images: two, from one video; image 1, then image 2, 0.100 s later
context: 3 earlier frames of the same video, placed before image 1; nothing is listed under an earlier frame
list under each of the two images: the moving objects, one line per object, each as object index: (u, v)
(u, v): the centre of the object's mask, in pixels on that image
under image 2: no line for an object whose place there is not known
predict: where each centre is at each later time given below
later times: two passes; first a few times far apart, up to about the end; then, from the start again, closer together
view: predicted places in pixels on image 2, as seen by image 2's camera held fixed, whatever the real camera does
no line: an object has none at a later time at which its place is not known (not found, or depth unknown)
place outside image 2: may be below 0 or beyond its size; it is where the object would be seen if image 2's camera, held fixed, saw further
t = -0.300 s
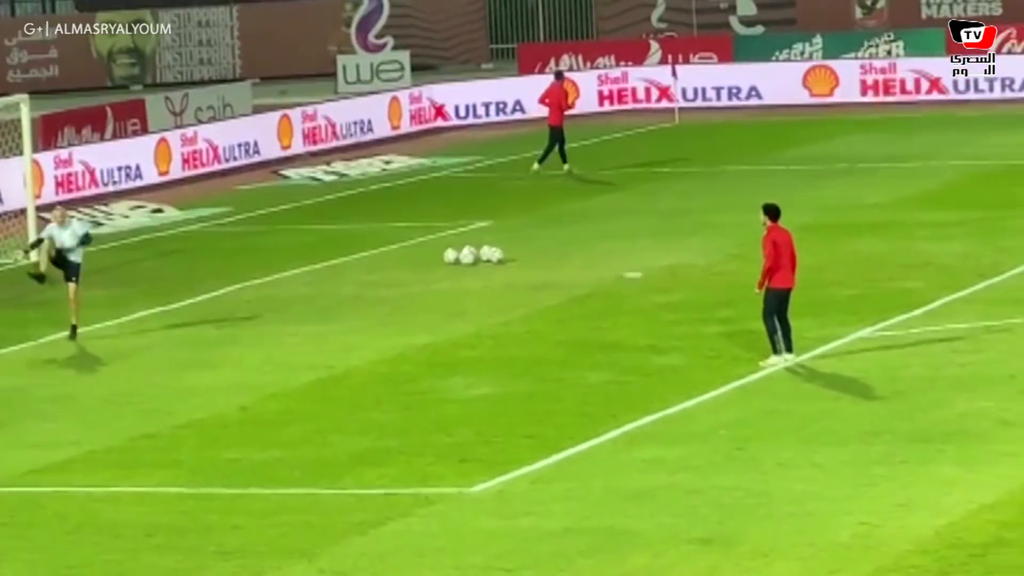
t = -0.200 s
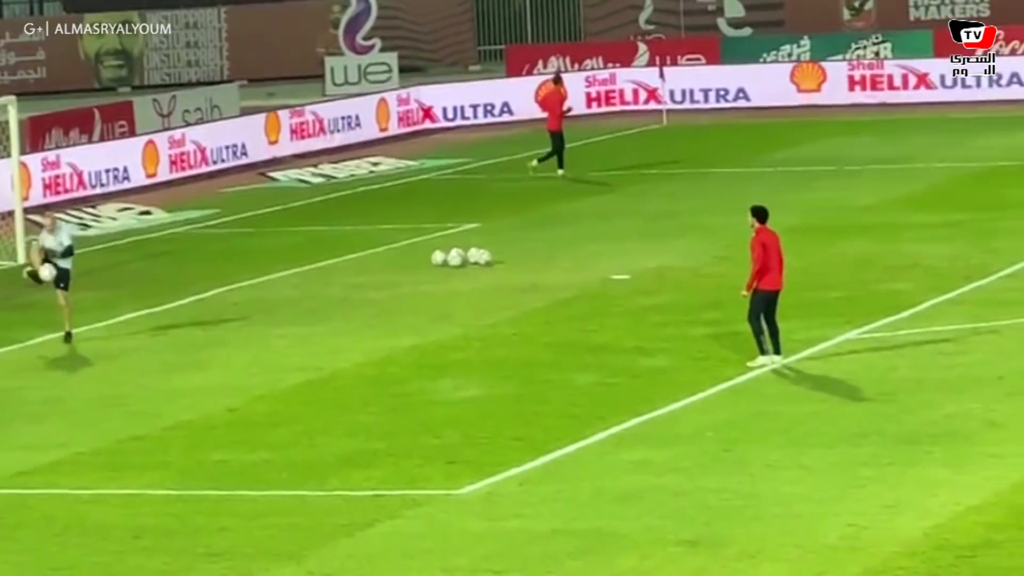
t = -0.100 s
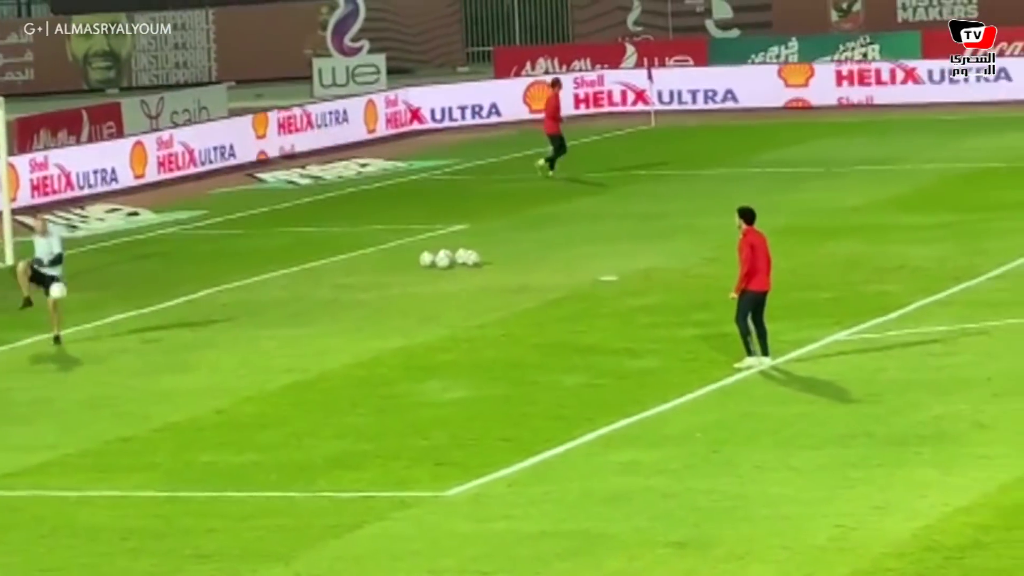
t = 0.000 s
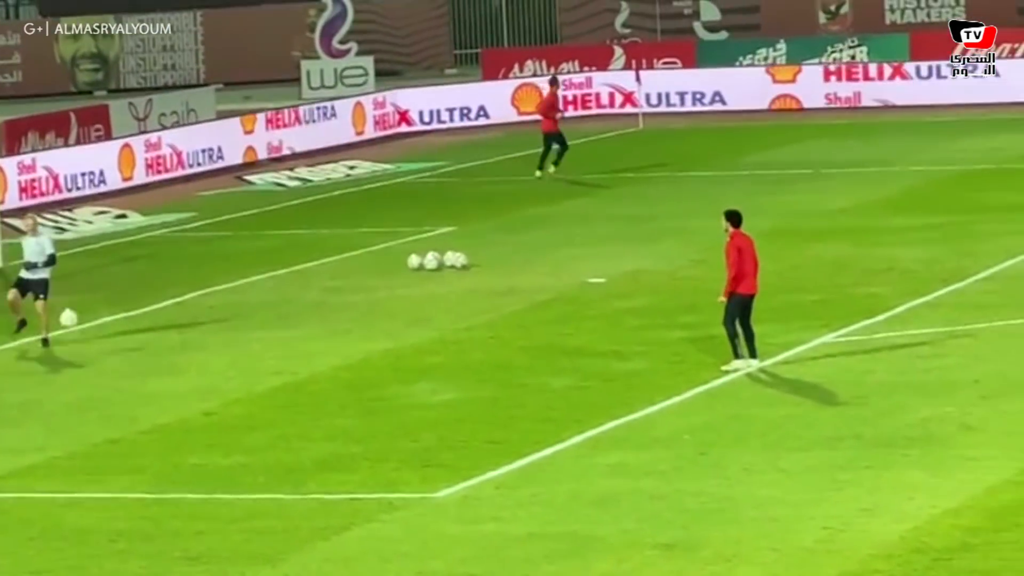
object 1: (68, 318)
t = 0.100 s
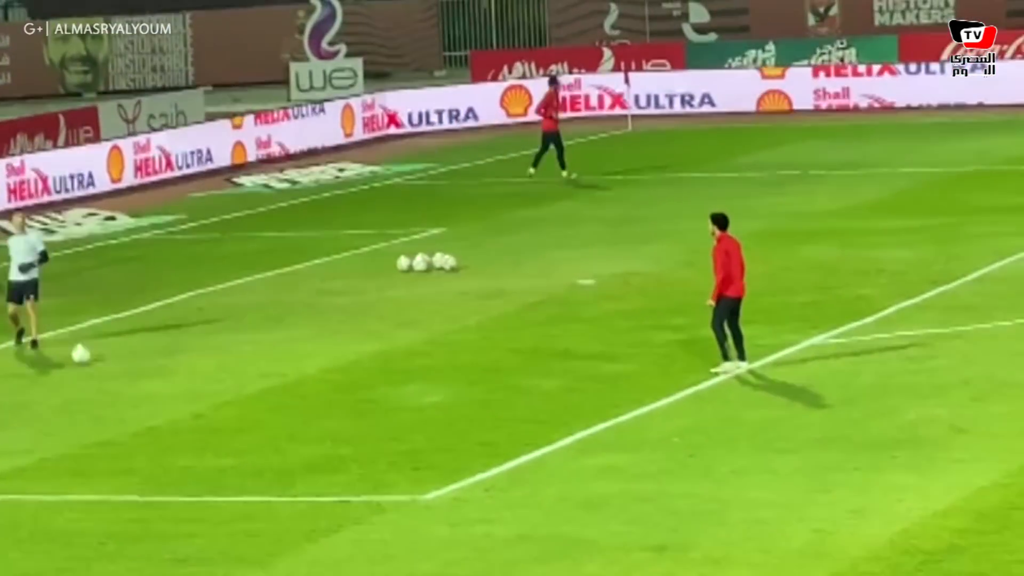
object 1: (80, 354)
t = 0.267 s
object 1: (117, 330)
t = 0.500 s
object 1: (169, 328)
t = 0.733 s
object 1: (224, 361)
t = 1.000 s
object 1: (281, 354)
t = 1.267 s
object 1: (336, 366)
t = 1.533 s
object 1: (391, 373)
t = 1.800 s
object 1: (443, 378)
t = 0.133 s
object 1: (88, 350)
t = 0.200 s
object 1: (103, 338)
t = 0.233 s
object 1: (110, 333)
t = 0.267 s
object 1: (117, 330)
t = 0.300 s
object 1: (124, 326)
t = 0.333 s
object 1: (131, 324)
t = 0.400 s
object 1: (147, 323)
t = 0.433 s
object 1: (154, 324)
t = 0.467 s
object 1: (161, 326)
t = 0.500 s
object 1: (169, 328)
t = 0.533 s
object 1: (177, 332)
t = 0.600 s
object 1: (193, 341)
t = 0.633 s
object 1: (200, 347)
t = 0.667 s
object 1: (208, 354)
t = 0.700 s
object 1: (216, 363)
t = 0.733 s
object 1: (224, 361)
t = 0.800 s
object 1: (237, 353)
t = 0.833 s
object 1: (244, 351)
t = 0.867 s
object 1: (252, 349)
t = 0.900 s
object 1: (259, 349)
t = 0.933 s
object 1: (265, 349)
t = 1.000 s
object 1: (281, 354)
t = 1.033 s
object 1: (288, 358)
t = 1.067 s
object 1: (295, 362)
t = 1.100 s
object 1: (303, 367)
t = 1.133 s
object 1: (310, 368)
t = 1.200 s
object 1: (323, 365)
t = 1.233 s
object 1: (330, 365)
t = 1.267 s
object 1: (336, 366)
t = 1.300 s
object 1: (343, 367)
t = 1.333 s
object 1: (351, 370)
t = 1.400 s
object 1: (364, 372)
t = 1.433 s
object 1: (371, 370)
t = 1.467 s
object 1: (377, 371)
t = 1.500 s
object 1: (384, 372)
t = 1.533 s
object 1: (391, 373)
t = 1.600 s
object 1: (404, 376)
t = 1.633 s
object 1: (410, 376)
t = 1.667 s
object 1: (417, 377)
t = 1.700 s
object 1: (423, 378)
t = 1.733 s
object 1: (430, 379)
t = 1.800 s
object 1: (443, 378)
